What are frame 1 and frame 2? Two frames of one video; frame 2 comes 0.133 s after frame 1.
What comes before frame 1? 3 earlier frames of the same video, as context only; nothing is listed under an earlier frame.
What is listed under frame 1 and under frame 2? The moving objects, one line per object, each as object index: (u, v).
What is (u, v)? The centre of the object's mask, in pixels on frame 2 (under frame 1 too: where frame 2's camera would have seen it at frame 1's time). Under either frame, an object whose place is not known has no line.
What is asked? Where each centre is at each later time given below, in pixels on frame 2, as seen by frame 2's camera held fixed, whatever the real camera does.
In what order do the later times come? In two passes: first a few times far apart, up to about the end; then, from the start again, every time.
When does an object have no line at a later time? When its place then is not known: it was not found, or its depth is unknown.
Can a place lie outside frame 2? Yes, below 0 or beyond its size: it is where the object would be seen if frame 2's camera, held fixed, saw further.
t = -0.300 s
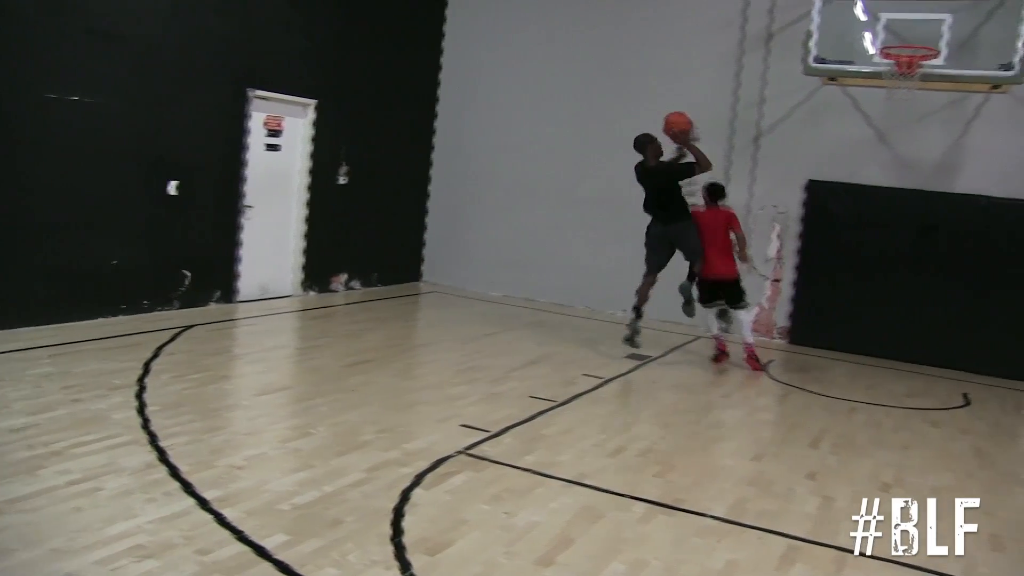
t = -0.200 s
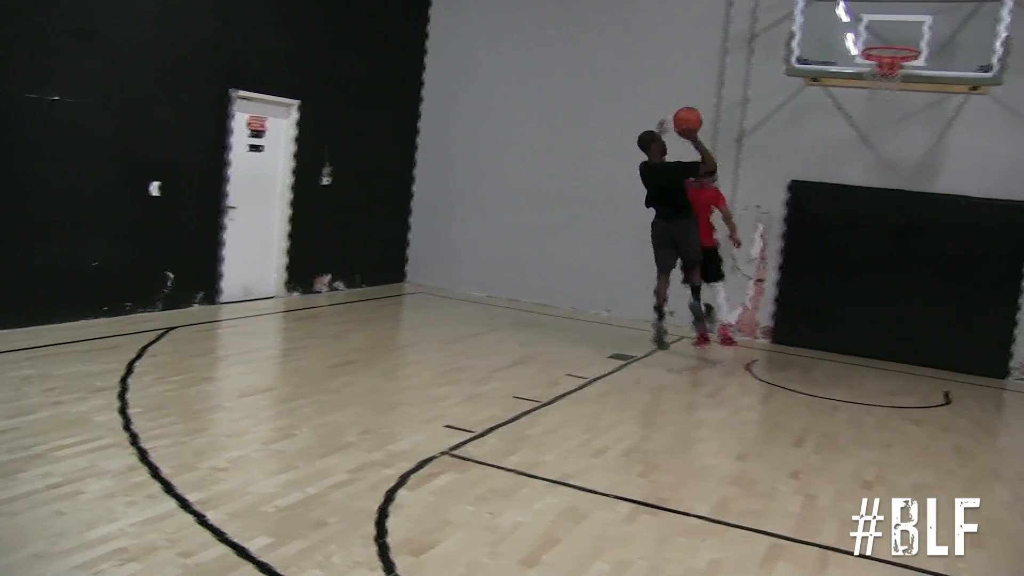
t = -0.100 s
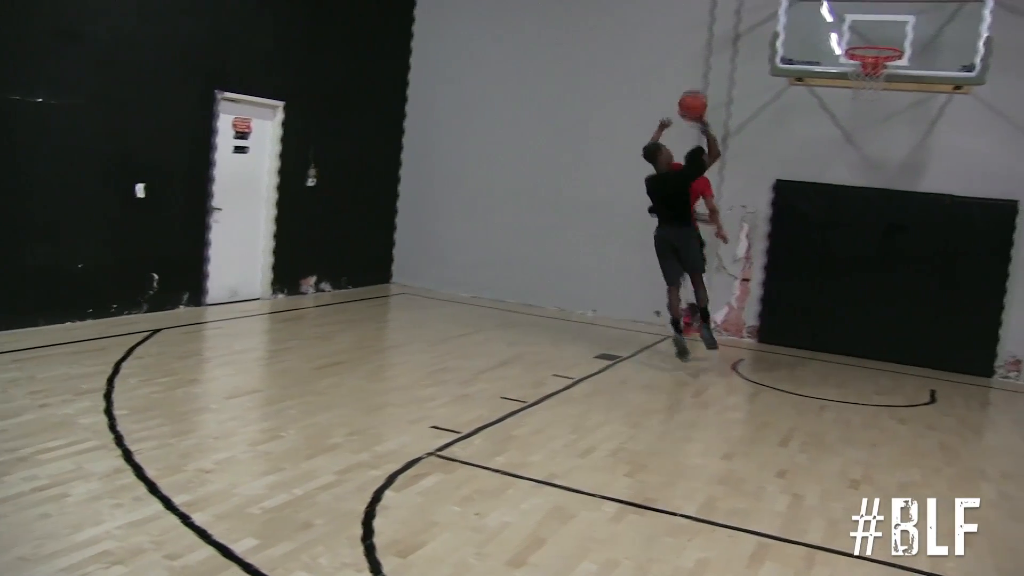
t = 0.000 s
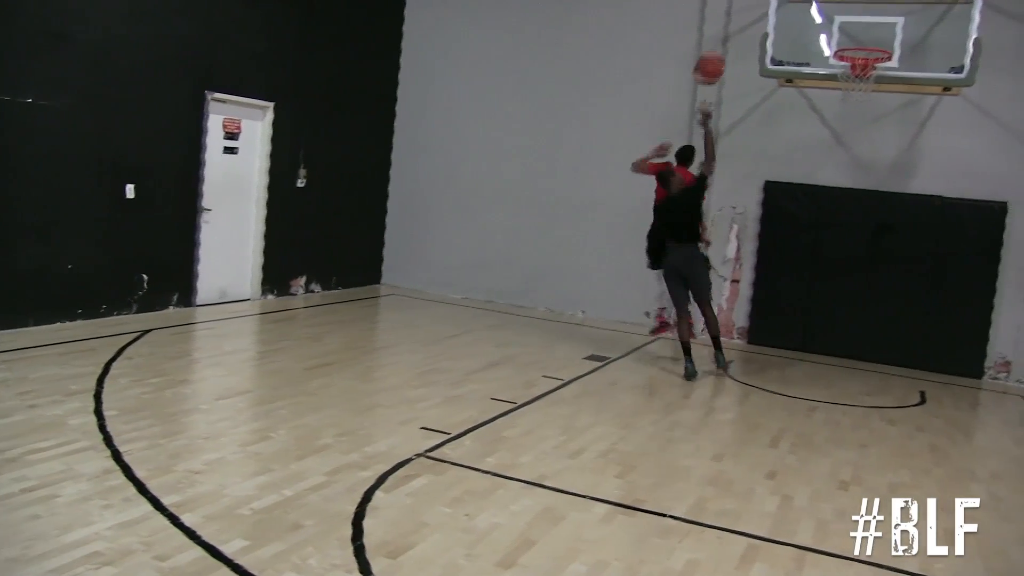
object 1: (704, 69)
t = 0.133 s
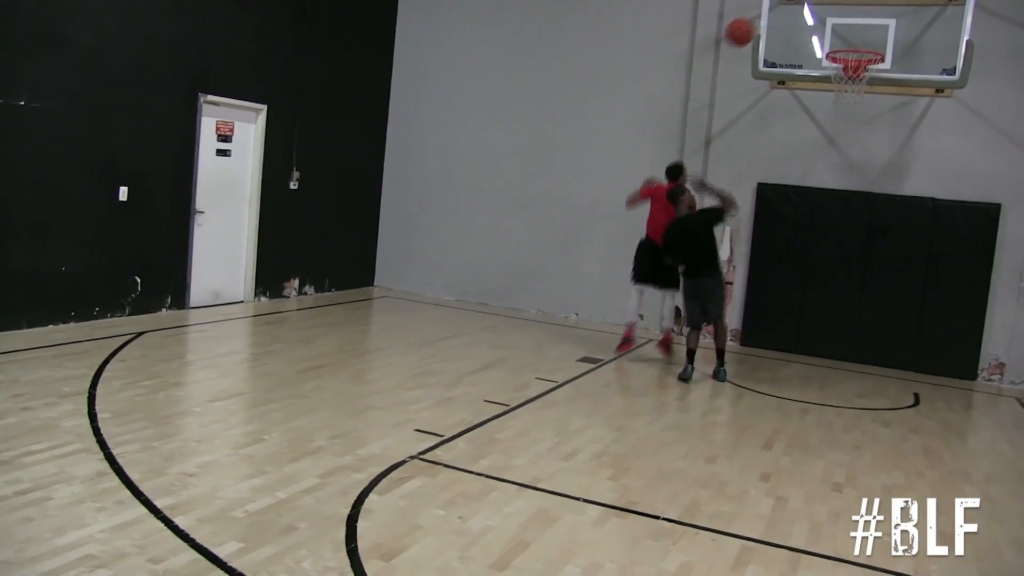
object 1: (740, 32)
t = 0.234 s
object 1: (766, 18)
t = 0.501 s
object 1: (832, 34)
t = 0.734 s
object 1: (861, 41)
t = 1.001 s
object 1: (867, 102)
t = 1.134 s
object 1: (862, 140)
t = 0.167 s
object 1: (749, 26)
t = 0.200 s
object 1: (758, 21)
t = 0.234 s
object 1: (766, 18)
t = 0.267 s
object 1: (775, 15)
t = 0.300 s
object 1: (783, 14)
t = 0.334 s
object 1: (791, 15)
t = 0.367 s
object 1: (799, 16)
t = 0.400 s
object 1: (808, 19)
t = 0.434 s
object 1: (817, 23)
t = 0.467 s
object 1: (825, 28)
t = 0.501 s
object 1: (832, 34)
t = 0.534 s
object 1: (839, 40)
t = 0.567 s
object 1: (843, 38)
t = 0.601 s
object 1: (846, 37)
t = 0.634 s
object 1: (850, 37)
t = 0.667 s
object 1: (854, 38)
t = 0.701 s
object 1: (857, 39)
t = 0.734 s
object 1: (861, 41)
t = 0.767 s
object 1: (863, 44)
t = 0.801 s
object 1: (866, 48)
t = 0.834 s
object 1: (865, 66)
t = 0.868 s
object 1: (872, 73)
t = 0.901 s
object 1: (873, 82)
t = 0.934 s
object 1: (870, 89)
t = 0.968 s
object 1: (869, 95)
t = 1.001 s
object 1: (867, 102)
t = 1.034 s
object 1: (866, 109)
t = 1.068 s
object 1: (865, 118)
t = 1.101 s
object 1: (863, 129)
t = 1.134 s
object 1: (862, 140)
